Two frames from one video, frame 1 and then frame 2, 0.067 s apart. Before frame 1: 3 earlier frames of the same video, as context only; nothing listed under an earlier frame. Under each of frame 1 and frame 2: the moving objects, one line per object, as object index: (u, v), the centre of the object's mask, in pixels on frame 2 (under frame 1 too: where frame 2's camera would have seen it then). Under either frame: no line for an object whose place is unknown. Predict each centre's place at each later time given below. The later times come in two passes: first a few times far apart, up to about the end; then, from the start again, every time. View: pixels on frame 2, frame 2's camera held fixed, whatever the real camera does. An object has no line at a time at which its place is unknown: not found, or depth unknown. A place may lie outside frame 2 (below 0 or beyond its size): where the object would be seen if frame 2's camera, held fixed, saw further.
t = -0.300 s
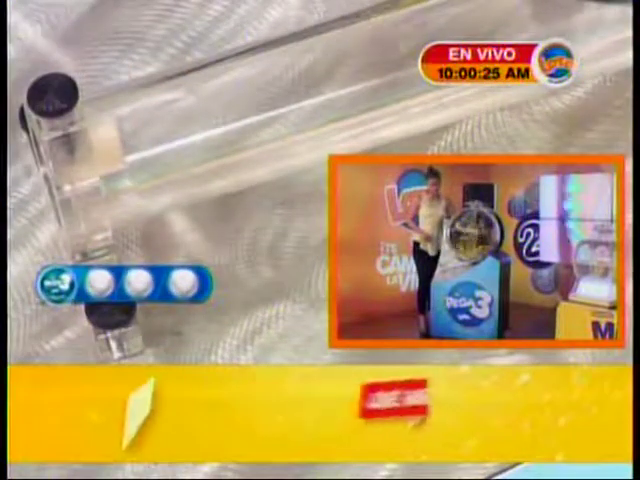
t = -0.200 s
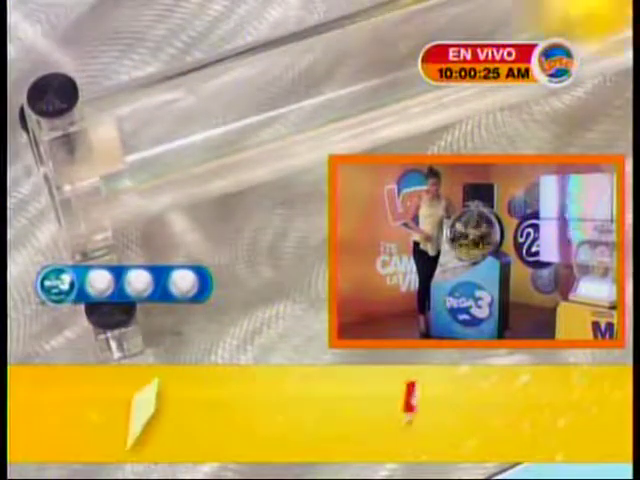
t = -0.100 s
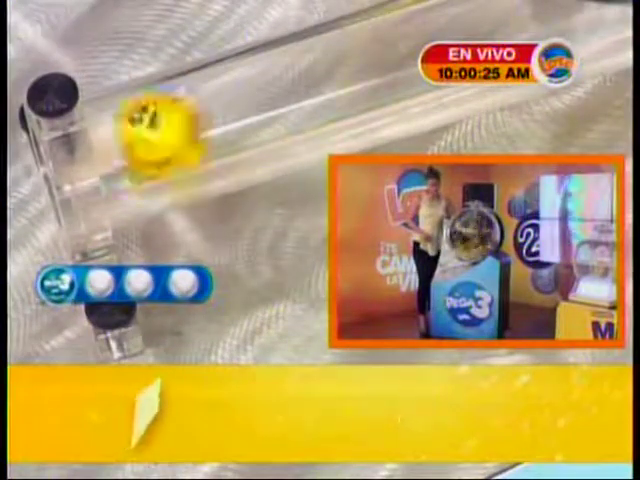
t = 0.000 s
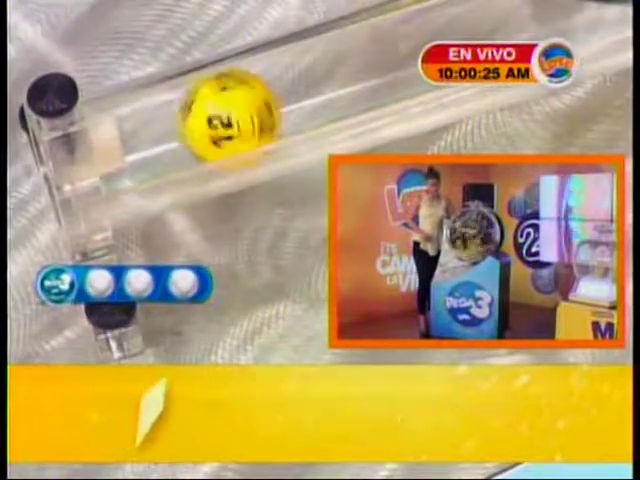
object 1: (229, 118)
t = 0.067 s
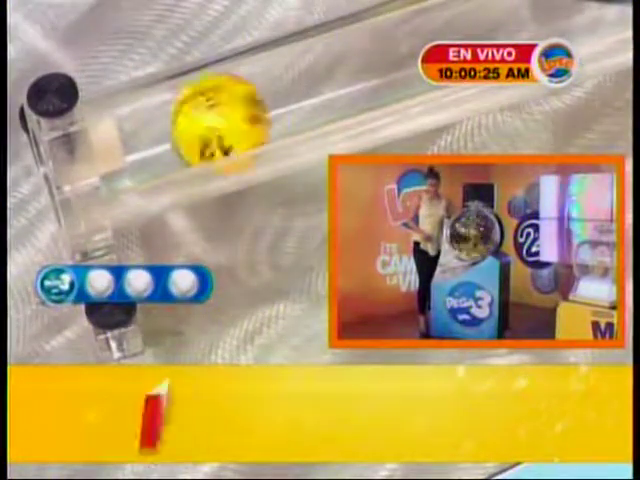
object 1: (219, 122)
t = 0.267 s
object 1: (158, 144)
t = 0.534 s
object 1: (159, 145)
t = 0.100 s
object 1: (200, 130)
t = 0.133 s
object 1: (170, 139)
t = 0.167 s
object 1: (159, 142)
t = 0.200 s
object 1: (159, 143)
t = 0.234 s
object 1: (160, 145)
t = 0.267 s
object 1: (158, 144)
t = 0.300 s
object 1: (158, 145)
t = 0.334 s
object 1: (158, 145)
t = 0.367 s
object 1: (159, 144)
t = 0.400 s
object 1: (158, 144)
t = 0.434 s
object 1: (158, 144)
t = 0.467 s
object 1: (159, 144)
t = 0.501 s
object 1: (158, 144)
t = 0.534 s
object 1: (159, 145)
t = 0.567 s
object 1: (159, 144)
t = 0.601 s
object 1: (159, 144)
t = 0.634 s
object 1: (159, 144)
